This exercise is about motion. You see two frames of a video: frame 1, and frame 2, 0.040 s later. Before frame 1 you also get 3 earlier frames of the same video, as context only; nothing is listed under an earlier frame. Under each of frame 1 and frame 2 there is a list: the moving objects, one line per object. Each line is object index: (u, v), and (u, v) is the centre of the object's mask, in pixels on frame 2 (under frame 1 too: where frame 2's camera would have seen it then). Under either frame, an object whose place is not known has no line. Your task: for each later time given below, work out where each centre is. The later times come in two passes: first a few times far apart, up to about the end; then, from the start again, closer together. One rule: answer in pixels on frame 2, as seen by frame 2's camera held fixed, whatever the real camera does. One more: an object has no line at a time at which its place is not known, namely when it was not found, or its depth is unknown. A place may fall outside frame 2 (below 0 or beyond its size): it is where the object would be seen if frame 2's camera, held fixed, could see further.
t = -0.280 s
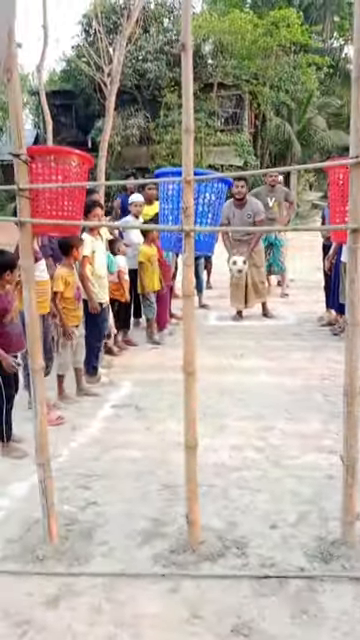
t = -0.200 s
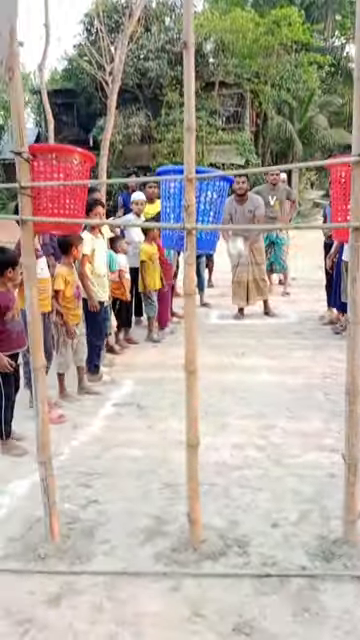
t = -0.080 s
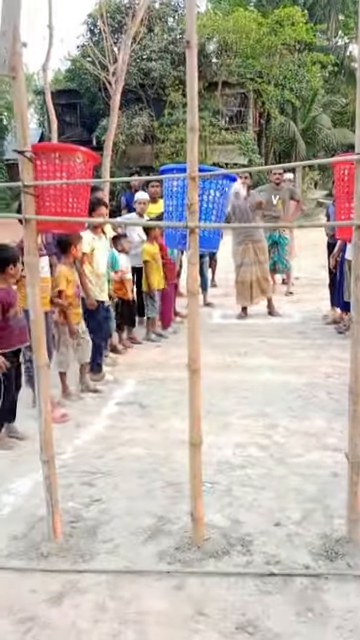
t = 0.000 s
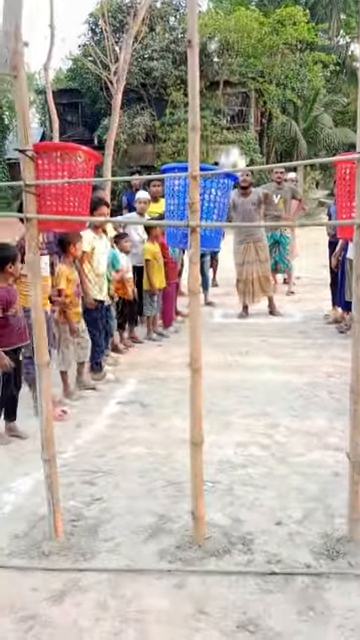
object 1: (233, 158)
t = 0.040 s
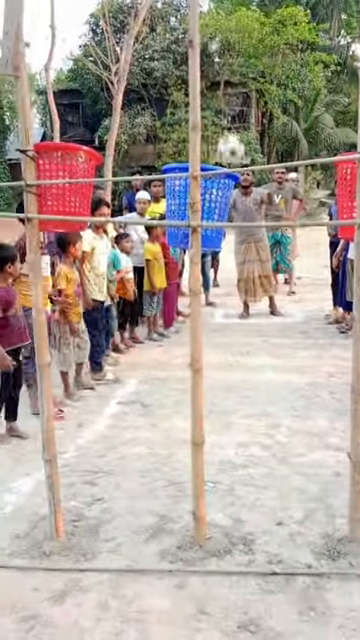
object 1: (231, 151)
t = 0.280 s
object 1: (210, 70)
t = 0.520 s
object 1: (163, 86)
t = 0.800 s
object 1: (81, 373)
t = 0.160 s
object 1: (218, 102)
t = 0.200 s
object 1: (216, 92)
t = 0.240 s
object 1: (213, 83)
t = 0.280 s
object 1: (210, 70)
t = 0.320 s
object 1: (200, 64)
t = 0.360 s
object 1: (190, 62)
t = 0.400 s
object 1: (186, 61)
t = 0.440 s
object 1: (176, 63)
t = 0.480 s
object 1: (171, 69)
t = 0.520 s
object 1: (163, 86)
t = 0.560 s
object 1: (155, 100)
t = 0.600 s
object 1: (148, 121)
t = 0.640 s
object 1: (138, 147)
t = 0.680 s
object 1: (128, 177)
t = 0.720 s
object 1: (108, 254)
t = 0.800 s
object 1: (81, 373)
